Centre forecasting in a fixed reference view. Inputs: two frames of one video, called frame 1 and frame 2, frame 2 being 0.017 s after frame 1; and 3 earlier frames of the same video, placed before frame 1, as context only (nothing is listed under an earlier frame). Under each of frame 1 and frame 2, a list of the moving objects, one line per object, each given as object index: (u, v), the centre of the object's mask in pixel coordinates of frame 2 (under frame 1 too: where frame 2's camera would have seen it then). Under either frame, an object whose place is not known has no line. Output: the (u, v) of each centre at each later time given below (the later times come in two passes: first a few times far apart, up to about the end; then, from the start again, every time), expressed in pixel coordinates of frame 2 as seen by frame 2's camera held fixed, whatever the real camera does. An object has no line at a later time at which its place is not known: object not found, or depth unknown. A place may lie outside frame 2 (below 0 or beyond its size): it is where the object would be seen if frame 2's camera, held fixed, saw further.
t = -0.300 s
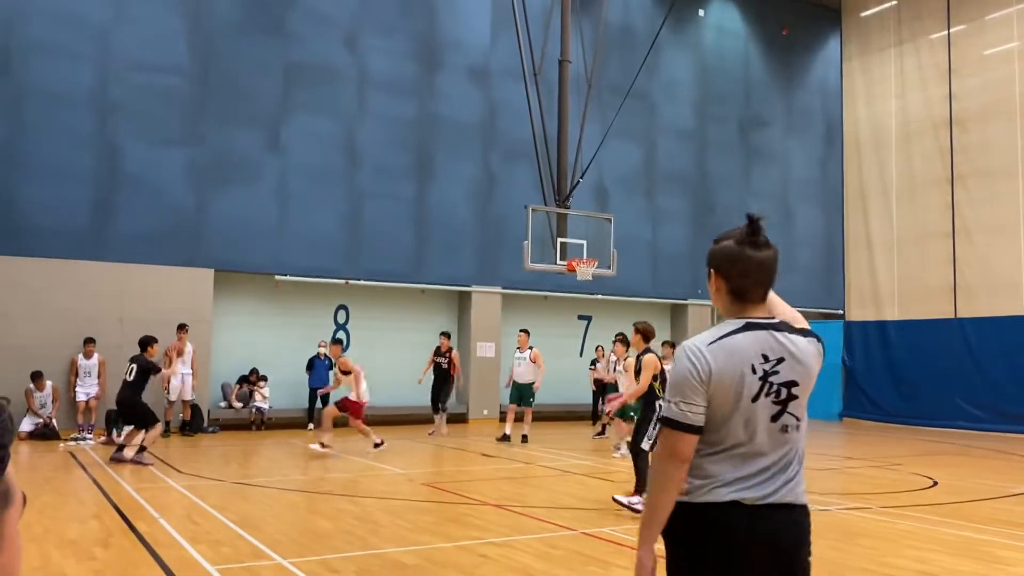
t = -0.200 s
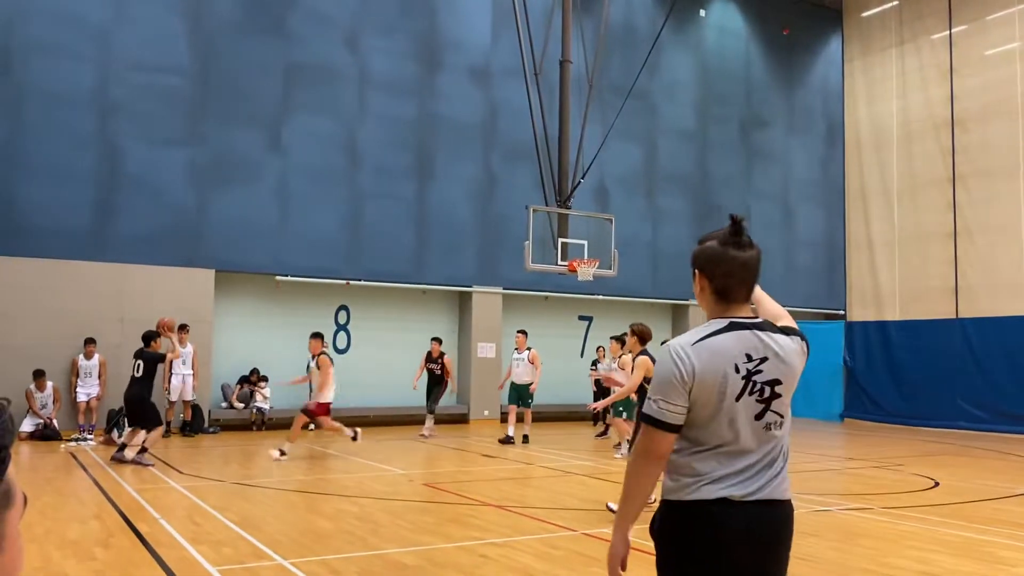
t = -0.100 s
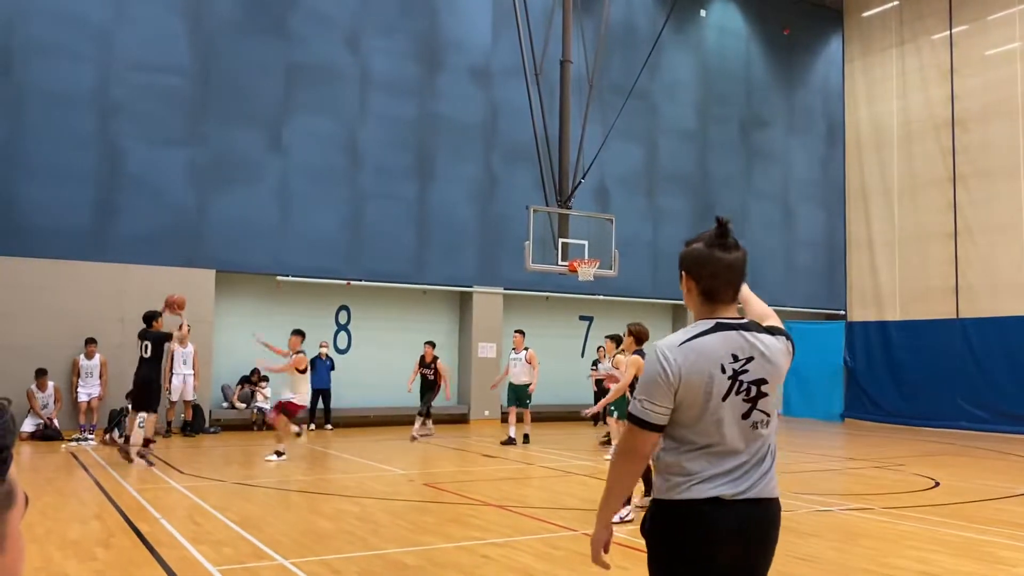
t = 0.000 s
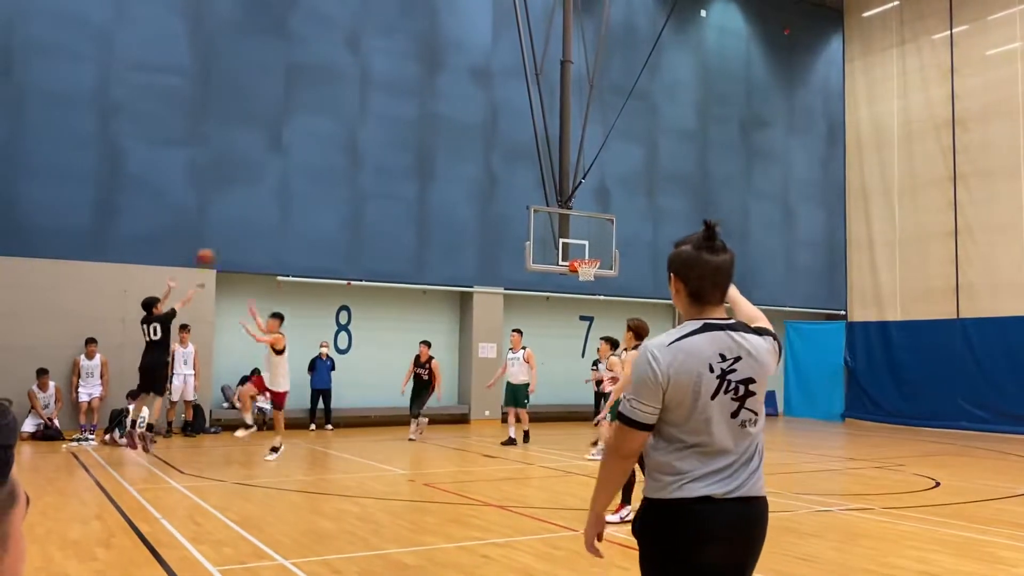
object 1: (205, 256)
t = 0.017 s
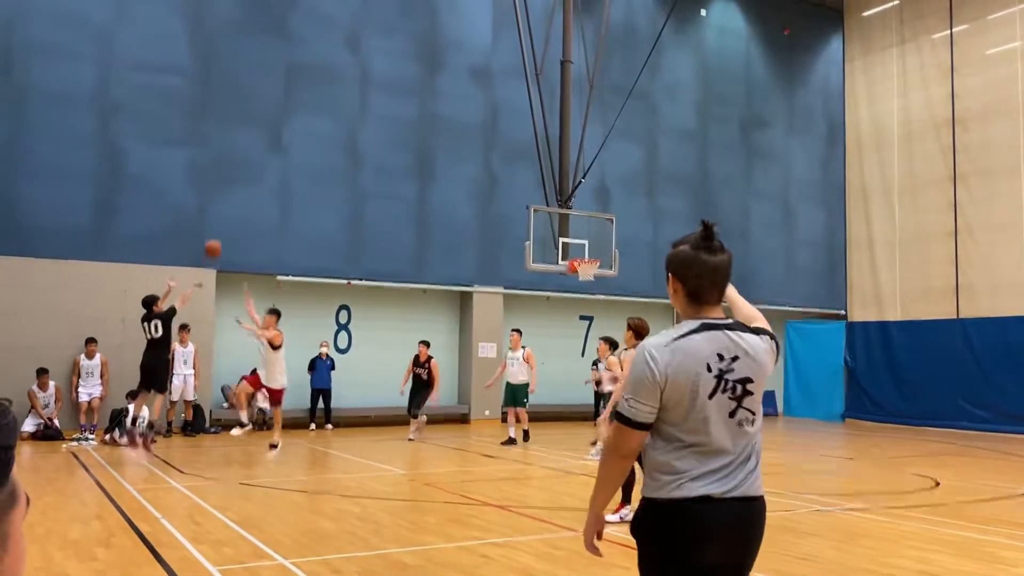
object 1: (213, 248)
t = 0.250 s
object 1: (293, 161)
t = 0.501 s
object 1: (367, 117)
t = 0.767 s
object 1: (436, 116)
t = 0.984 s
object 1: (485, 147)
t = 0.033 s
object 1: (218, 240)
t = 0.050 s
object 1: (224, 233)
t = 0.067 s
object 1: (230, 225)
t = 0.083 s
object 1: (237, 219)
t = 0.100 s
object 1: (242, 211)
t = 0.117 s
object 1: (248, 205)
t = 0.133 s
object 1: (254, 198)
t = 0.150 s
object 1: (260, 192)
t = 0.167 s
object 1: (266, 186)
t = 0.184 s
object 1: (271, 181)
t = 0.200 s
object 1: (277, 176)
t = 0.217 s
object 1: (282, 171)
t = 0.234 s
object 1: (287, 166)
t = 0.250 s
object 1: (293, 161)
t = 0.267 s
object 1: (298, 156)
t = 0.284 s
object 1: (303, 152)
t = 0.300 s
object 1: (309, 148)
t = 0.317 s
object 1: (314, 145)
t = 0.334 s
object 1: (320, 141)
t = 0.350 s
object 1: (325, 138)
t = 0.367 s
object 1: (329, 135)
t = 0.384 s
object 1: (335, 131)
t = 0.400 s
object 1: (340, 128)
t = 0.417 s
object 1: (344, 126)
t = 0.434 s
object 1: (349, 124)
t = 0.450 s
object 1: (354, 121)
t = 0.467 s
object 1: (358, 120)
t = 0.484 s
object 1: (363, 118)
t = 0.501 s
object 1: (367, 117)
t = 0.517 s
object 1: (372, 115)
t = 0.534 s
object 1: (377, 114)
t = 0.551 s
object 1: (382, 113)
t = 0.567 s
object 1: (386, 112)
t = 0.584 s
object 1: (390, 111)
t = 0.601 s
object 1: (395, 111)
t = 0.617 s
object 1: (399, 111)
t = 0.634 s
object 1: (404, 111)
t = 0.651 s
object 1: (408, 111)
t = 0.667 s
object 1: (412, 111)
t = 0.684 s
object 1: (416, 111)
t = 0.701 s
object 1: (421, 112)
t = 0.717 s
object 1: (424, 113)
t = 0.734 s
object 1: (428, 114)
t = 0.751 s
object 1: (433, 115)
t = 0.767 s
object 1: (436, 116)
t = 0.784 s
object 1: (440, 117)
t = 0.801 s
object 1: (444, 119)
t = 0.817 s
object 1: (449, 121)
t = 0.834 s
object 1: (452, 123)
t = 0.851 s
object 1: (456, 125)
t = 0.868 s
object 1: (460, 127)
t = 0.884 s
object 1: (464, 129)
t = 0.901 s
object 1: (467, 132)
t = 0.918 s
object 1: (471, 135)
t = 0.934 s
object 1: (475, 138)
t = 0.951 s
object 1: (478, 141)
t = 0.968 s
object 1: (482, 144)
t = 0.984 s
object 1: (485, 147)
